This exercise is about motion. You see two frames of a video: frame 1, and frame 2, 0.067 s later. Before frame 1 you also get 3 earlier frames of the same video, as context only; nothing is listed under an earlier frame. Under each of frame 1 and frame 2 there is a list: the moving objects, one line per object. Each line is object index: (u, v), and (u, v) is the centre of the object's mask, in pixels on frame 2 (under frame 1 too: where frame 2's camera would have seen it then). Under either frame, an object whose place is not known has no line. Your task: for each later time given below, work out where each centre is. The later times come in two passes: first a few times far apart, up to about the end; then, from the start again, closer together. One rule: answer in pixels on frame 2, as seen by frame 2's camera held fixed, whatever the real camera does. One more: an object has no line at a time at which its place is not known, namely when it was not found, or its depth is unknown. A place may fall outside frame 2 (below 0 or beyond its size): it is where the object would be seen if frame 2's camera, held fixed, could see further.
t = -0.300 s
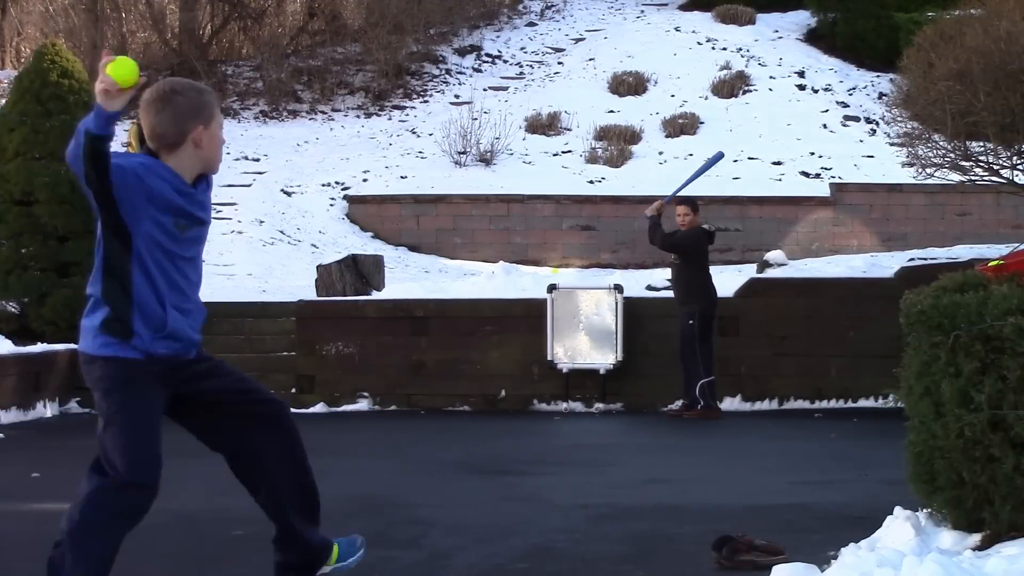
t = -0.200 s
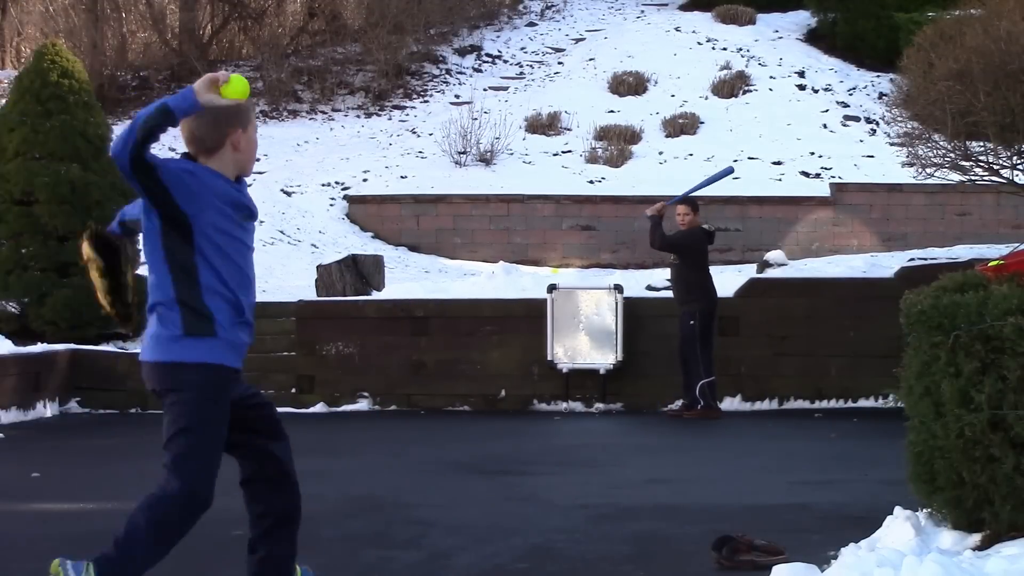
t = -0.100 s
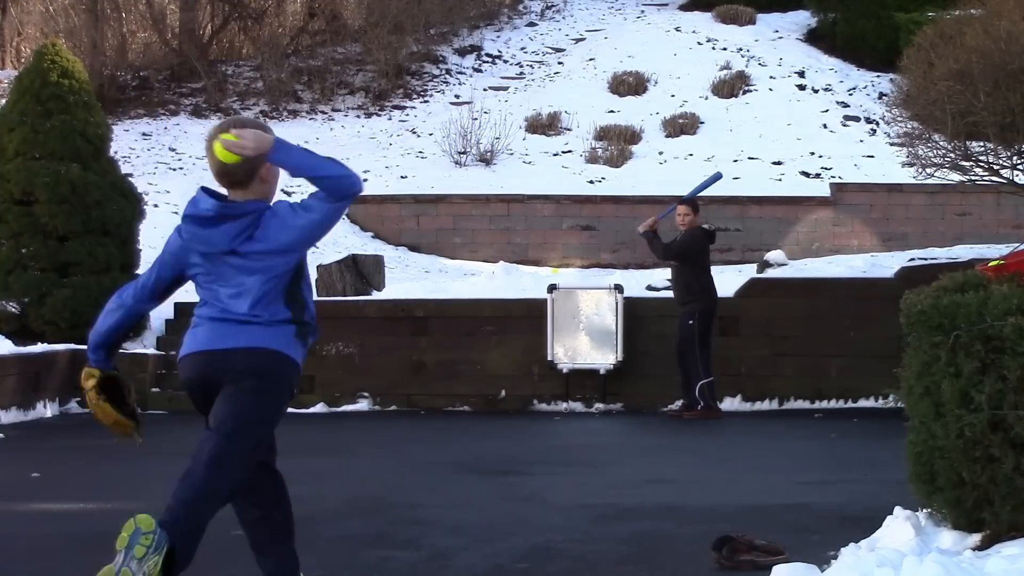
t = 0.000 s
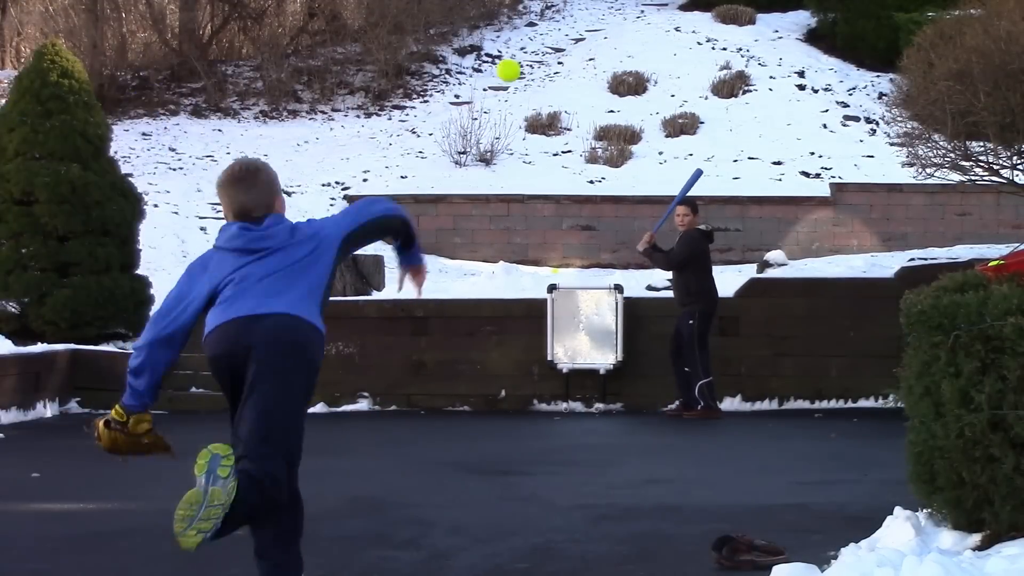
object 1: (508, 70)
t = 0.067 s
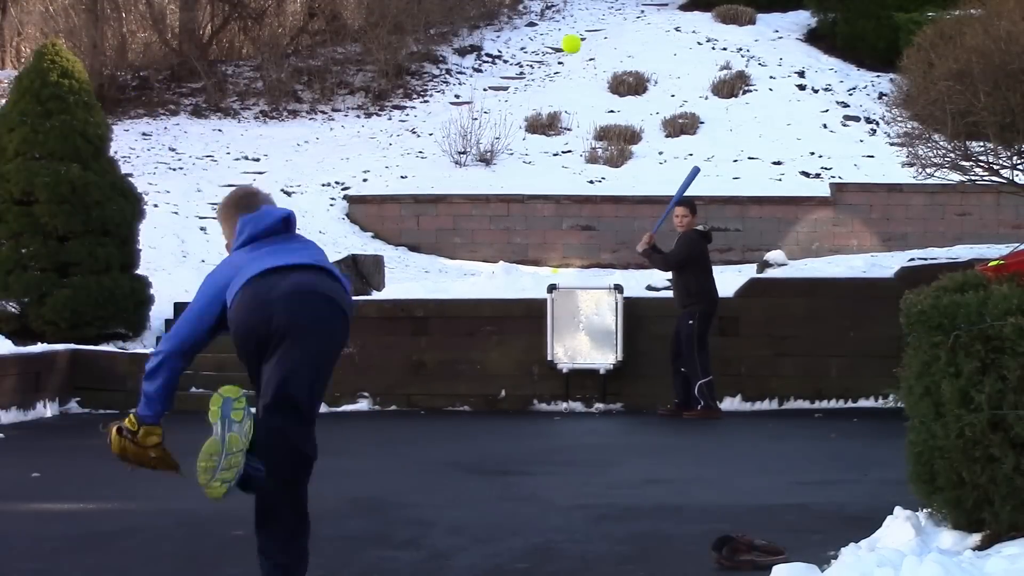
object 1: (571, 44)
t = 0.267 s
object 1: (638, 77)
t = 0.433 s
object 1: (628, 155)
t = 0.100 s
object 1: (592, 40)
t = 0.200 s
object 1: (628, 54)
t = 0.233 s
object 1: (634, 64)
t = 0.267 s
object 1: (638, 77)
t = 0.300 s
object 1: (639, 90)
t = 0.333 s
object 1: (638, 105)
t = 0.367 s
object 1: (636, 122)
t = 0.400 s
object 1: (633, 138)
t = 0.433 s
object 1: (628, 155)
